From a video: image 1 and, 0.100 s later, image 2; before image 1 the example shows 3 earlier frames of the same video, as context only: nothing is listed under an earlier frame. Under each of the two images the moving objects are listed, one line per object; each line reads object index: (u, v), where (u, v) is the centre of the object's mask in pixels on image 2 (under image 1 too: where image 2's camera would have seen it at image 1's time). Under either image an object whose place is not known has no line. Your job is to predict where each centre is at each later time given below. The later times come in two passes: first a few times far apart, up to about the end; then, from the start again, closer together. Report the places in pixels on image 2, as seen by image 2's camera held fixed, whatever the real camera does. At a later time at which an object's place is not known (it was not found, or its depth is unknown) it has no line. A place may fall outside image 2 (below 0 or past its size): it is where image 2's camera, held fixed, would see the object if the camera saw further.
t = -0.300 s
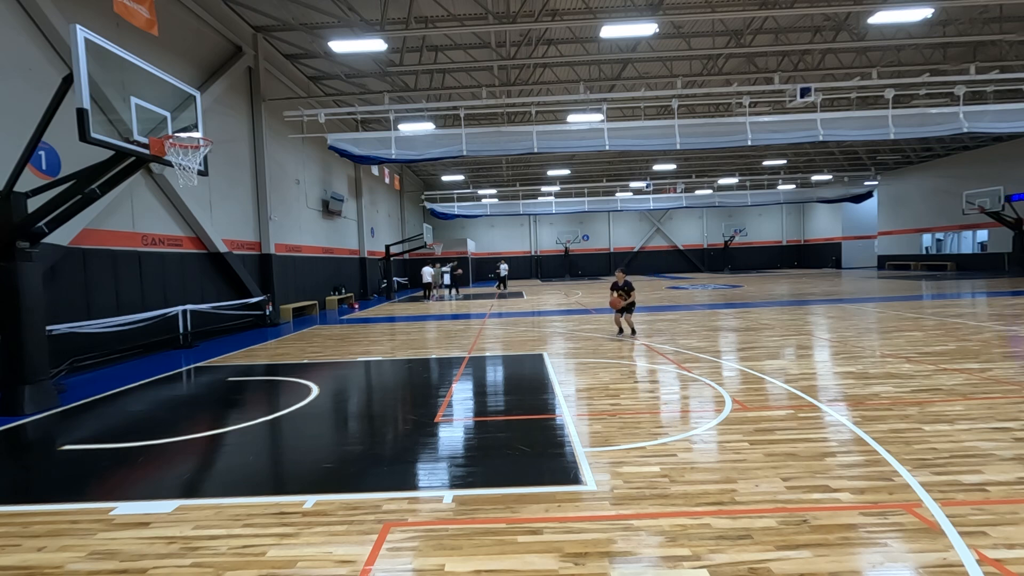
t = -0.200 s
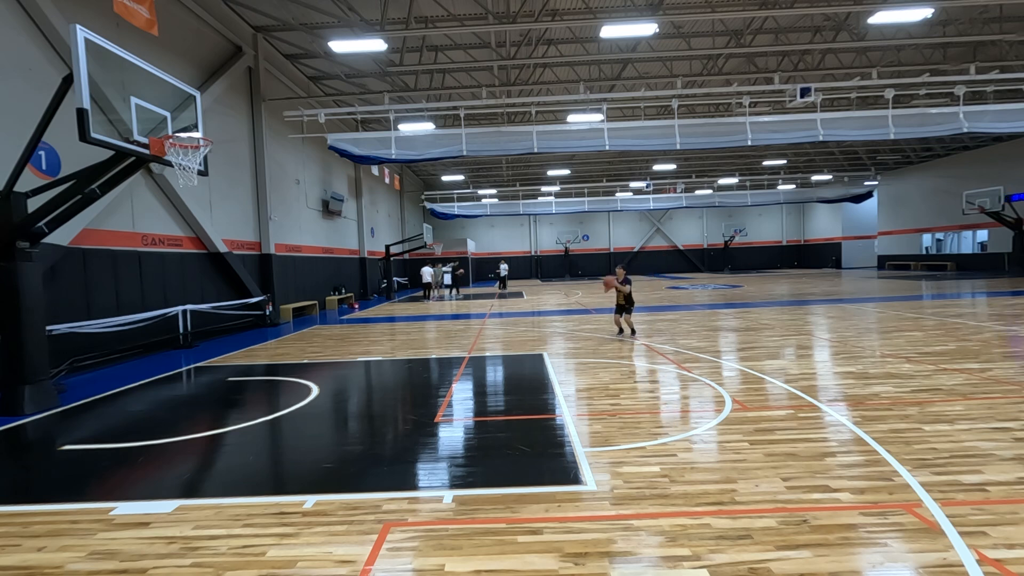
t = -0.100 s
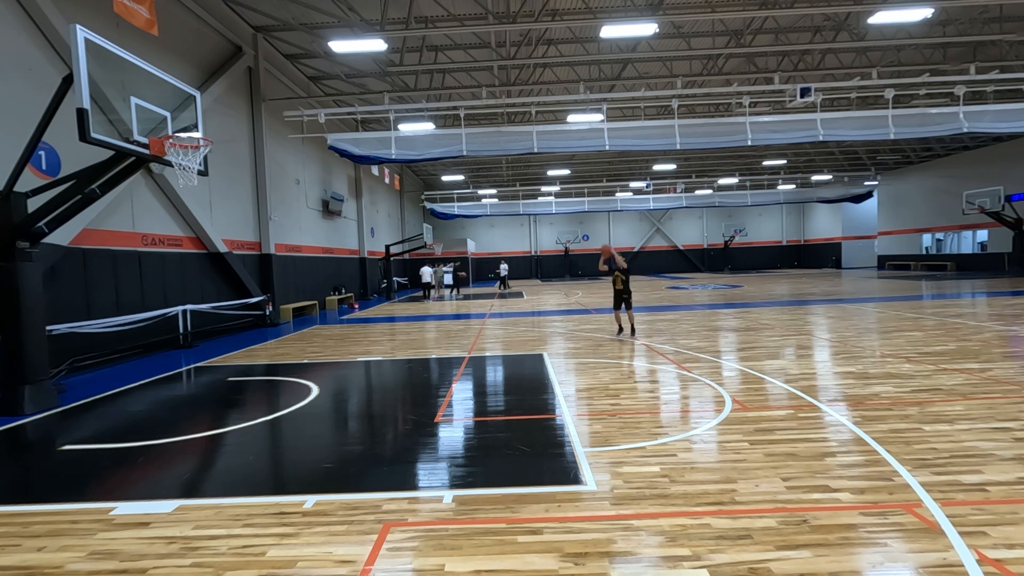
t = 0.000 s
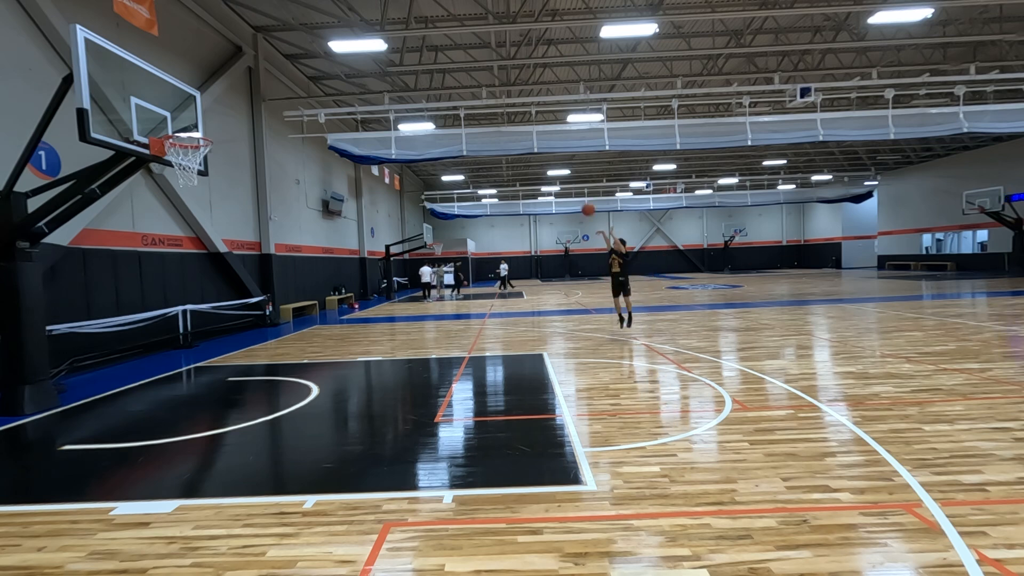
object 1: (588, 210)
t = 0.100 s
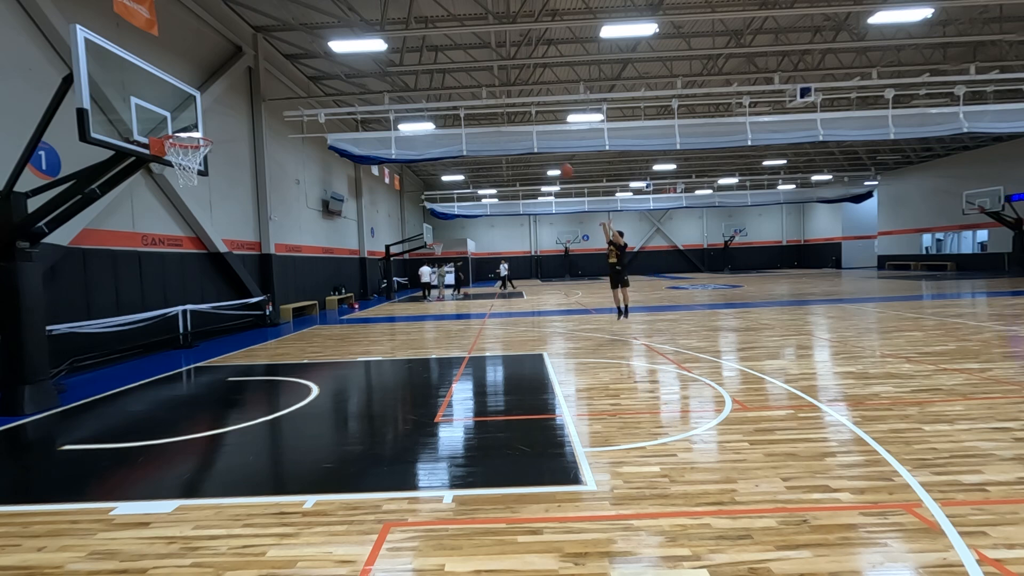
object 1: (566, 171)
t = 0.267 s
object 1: (526, 115)
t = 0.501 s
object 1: (464, 56)
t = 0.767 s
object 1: (386, 26)
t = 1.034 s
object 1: (297, 45)
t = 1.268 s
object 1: (209, 113)
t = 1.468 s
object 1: (159, 170)
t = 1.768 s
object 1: (142, 258)
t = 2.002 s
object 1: (132, 381)
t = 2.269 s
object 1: (152, 315)
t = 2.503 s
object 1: (175, 266)
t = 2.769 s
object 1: (208, 272)
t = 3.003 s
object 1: (236, 325)
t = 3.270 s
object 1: (264, 357)
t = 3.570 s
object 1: (284, 312)
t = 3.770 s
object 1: (299, 321)
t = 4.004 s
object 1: (317, 367)
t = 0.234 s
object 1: (534, 125)
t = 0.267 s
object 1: (526, 115)
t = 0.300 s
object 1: (517, 106)
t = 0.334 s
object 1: (509, 96)
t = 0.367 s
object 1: (501, 86)
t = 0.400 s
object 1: (493, 79)
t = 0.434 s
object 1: (483, 71)
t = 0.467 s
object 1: (474, 63)
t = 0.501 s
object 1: (464, 56)
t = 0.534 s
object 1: (456, 51)
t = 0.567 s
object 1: (446, 45)
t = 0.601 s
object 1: (437, 41)
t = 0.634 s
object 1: (426, 36)
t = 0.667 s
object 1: (417, 32)
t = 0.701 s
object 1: (406, 29)
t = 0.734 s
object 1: (396, 28)
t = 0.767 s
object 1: (386, 26)
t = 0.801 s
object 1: (375, 25)
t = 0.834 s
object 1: (364, 25)
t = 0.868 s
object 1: (353, 25)
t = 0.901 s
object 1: (342, 26)
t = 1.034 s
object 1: (297, 45)
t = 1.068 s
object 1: (284, 51)
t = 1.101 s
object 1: (272, 58)
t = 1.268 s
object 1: (209, 113)
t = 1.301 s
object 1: (195, 126)
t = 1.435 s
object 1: (161, 166)
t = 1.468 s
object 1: (159, 170)
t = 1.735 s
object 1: (143, 244)
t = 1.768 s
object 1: (142, 258)
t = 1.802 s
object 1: (141, 272)
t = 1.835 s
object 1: (139, 287)
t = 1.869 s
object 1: (137, 304)
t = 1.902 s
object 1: (136, 323)
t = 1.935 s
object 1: (134, 341)
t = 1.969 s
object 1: (133, 361)
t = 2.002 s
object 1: (132, 381)
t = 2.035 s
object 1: (130, 404)
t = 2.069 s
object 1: (133, 396)
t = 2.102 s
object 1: (135, 380)
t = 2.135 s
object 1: (139, 364)
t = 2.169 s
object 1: (142, 350)
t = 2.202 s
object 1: (145, 338)
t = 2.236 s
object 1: (149, 327)
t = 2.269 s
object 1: (152, 315)
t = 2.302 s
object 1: (156, 306)
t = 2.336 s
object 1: (159, 296)
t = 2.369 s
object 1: (163, 288)
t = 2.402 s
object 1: (164, 281)
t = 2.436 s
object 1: (170, 277)
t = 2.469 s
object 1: (172, 272)
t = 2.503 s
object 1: (175, 266)
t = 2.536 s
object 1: (179, 265)
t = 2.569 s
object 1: (185, 264)
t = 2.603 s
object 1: (186, 263)
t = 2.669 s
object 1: (195, 264)
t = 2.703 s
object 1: (200, 266)
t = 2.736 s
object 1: (201, 268)
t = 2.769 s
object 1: (208, 272)
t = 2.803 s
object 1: (209, 276)
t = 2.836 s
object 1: (217, 285)
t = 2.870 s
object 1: (217, 289)
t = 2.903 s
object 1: (222, 297)
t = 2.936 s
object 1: (228, 305)
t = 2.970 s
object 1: (232, 315)
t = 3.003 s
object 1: (236, 325)
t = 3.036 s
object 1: (241, 335)
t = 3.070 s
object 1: (245, 347)
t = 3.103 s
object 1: (249, 359)
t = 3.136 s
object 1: (254, 372)
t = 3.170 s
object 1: (258, 385)
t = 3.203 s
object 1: (260, 374)
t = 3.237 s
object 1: (262, 365)
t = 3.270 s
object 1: (264, 357)
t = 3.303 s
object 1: (265, 348)
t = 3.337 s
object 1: (267, 340)
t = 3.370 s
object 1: (270, 334)
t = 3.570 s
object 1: (284, 312)
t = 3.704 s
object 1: (293, 315)
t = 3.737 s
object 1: (296, 318)
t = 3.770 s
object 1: (299, 321)
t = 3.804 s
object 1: (301, 326)
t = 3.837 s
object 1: (304, 331)
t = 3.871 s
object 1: (306, 336)
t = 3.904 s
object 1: (309, 343)
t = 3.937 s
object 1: (311, 350)
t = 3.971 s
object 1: (314, 358)
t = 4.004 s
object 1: (317, 367)
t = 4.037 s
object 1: (320, 374)
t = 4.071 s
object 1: (321, 367)
